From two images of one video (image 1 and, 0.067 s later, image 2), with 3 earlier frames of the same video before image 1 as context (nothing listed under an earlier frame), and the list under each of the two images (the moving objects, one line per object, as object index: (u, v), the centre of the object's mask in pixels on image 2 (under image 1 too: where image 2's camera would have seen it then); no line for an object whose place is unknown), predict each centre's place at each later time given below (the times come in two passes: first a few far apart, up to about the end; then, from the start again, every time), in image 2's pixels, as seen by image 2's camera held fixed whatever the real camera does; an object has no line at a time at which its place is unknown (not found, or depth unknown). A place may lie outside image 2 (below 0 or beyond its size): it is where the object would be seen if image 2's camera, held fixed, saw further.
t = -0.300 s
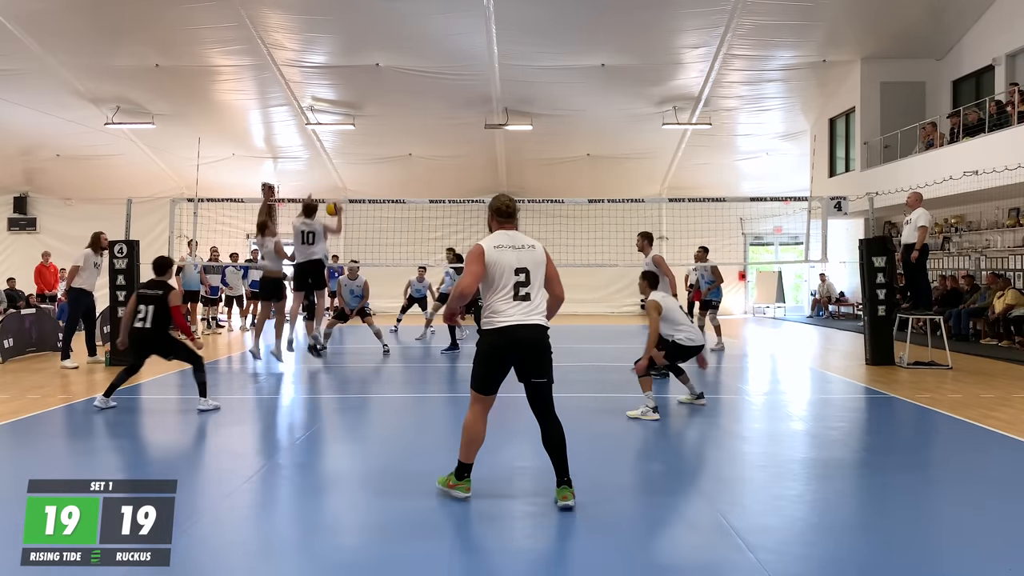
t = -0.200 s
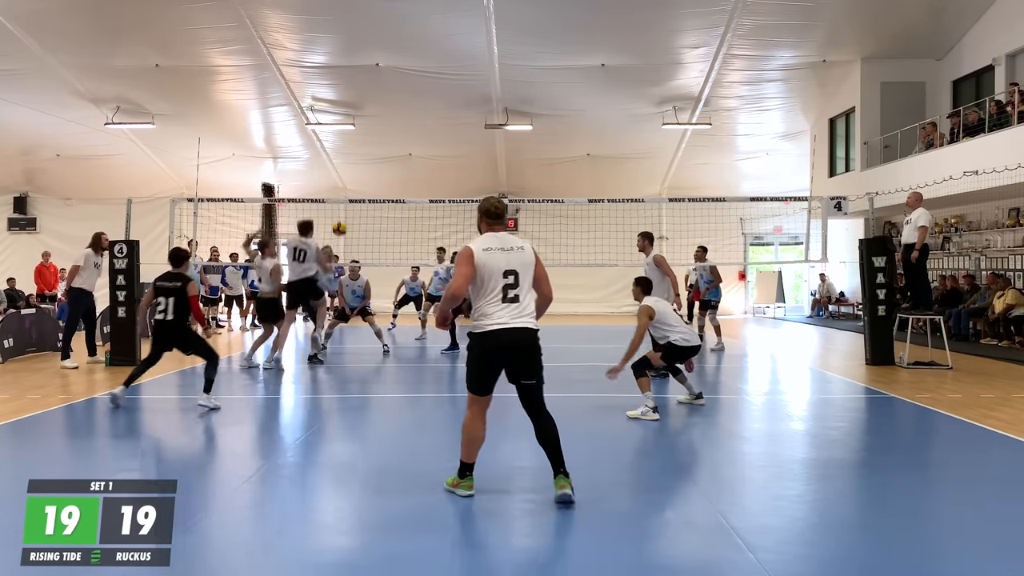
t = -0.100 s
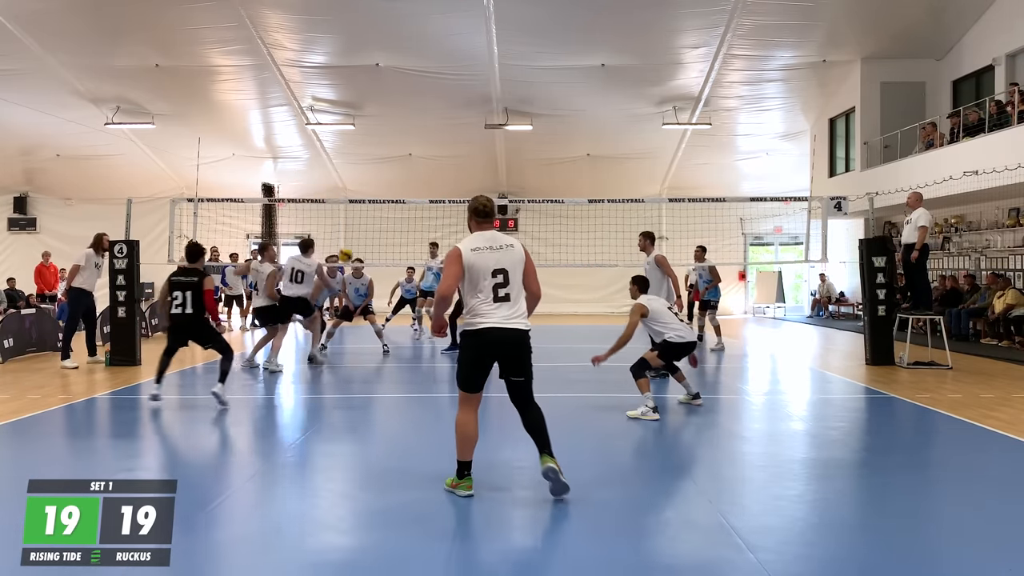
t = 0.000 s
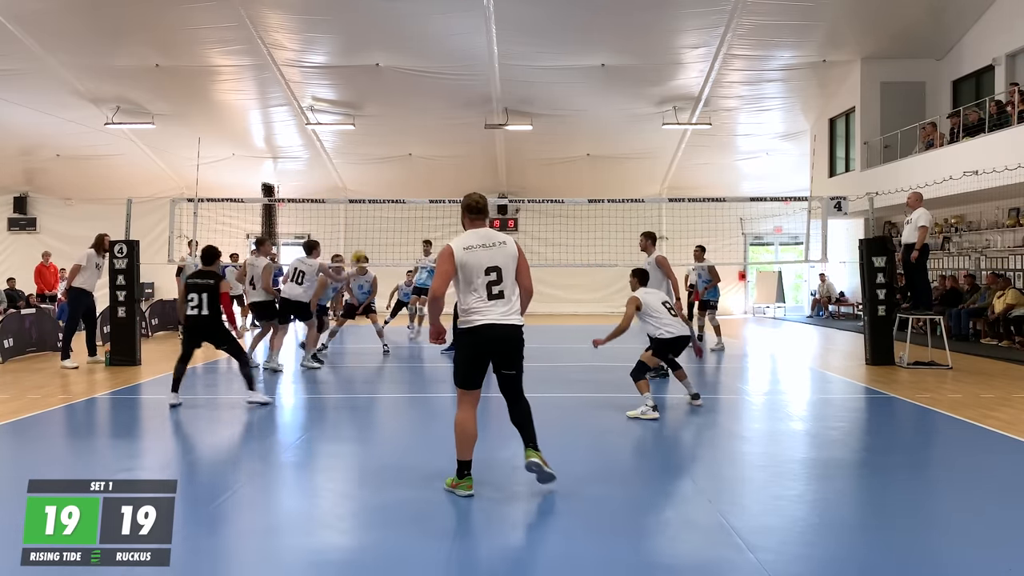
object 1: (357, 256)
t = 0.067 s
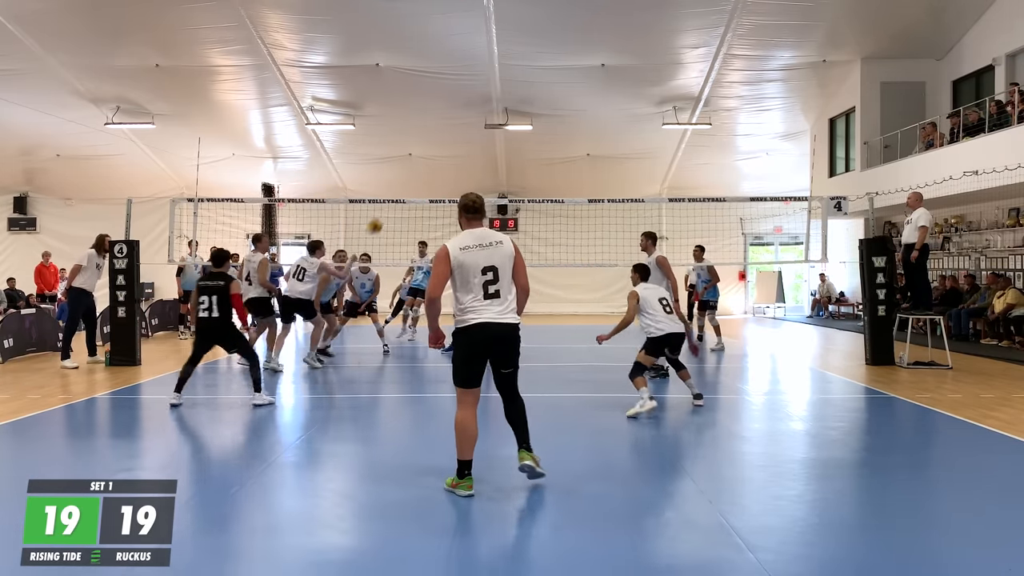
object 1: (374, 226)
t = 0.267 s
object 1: (426, 141)
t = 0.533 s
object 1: (501, 67)
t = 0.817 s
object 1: (593, 47)
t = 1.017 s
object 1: (665, 78)
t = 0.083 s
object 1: (378, 218)
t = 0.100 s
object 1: (383, 210)
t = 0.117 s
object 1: (387, 202)
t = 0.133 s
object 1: (392, 194)
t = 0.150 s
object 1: (396, 187)
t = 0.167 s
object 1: (400, 180)
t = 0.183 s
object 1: (404, 173)
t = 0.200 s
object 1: (409, 165)
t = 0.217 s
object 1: (413, 160)
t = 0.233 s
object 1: (417, 153)
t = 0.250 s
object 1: (422, 147)
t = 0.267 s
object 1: (426, 141)
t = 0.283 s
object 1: (431, 135)
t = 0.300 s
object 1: (435, 129)
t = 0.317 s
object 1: (439, 124)
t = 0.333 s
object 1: (444, 118)
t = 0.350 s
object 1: (448, 112)
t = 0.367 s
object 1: (453, 108)
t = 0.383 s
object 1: (458, 102)
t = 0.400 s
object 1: (462, 97)
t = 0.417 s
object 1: (468, 93)
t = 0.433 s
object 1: (472, 89)
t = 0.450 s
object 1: (477, 84)
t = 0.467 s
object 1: (482, 80)
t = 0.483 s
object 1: (487, 77)
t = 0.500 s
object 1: (492, 74)
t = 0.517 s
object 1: (496, 70)
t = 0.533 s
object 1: (501, 67)
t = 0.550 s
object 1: (507, 64)
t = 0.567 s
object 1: (512, 61)
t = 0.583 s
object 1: (517, 59)
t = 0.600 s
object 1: (522, 57)
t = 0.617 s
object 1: (527, 54)
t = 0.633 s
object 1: (533, 52)
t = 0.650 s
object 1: (538, 51)
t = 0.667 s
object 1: (543, 50)
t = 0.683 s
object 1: (548, 48)
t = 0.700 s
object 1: (554, 48)
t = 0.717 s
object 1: (559, 47)
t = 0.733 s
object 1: (565, 46)
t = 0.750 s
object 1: (570, 46)
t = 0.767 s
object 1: (576, 46)
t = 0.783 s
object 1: (581, 46)
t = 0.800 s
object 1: (587, 47)
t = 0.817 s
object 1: (593, 47)
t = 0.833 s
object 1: (599, 48)
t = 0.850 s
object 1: (605, 50)
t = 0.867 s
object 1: (611, 51)
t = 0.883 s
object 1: (616, 53)
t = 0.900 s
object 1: (622, 55)
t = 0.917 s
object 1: (629, 58)
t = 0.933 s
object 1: (635, 60)
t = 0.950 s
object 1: (641, 63)
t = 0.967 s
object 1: (647, 67)
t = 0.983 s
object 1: (653, 70)
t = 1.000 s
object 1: (659, 74)
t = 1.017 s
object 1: (665, 78)
